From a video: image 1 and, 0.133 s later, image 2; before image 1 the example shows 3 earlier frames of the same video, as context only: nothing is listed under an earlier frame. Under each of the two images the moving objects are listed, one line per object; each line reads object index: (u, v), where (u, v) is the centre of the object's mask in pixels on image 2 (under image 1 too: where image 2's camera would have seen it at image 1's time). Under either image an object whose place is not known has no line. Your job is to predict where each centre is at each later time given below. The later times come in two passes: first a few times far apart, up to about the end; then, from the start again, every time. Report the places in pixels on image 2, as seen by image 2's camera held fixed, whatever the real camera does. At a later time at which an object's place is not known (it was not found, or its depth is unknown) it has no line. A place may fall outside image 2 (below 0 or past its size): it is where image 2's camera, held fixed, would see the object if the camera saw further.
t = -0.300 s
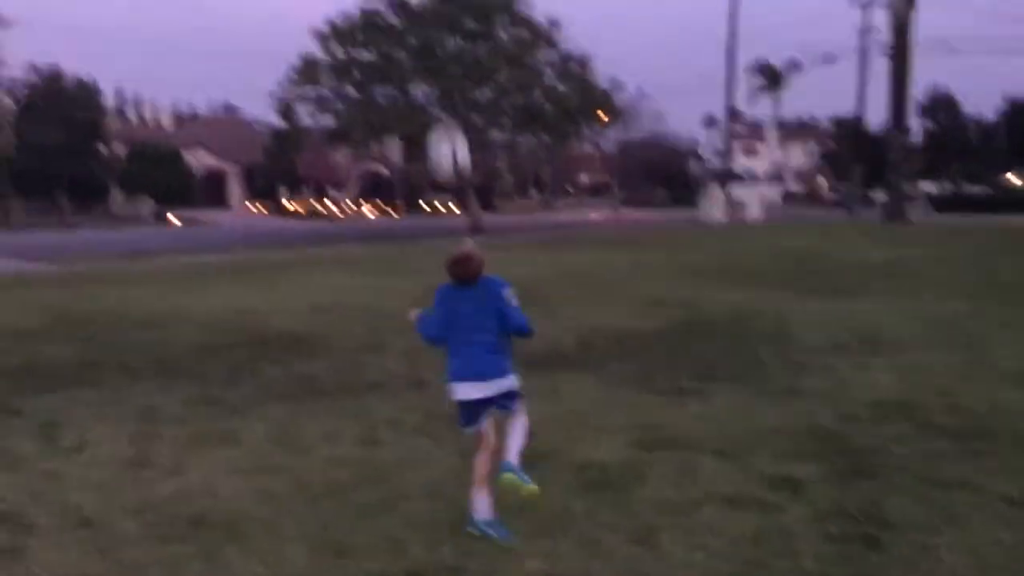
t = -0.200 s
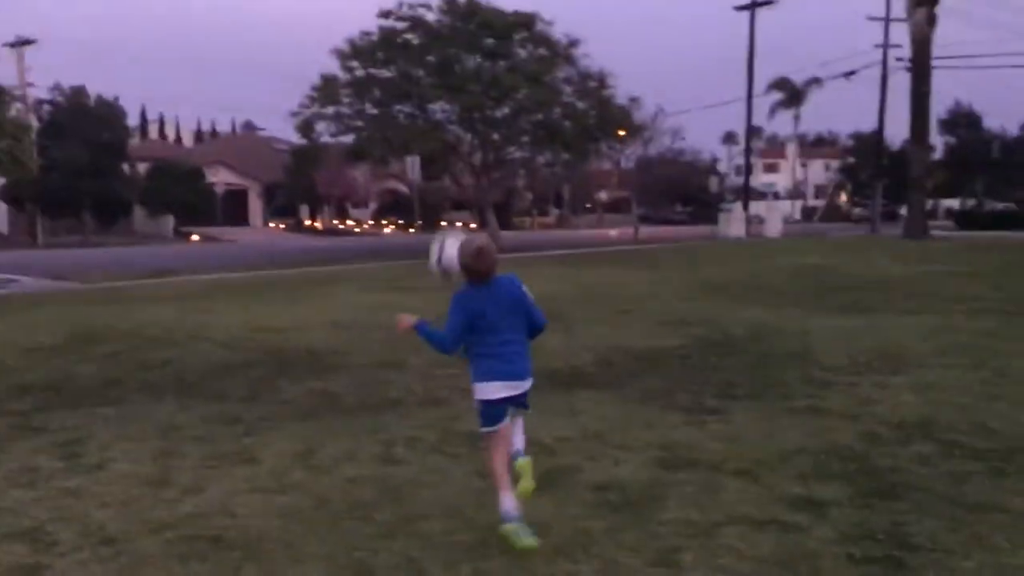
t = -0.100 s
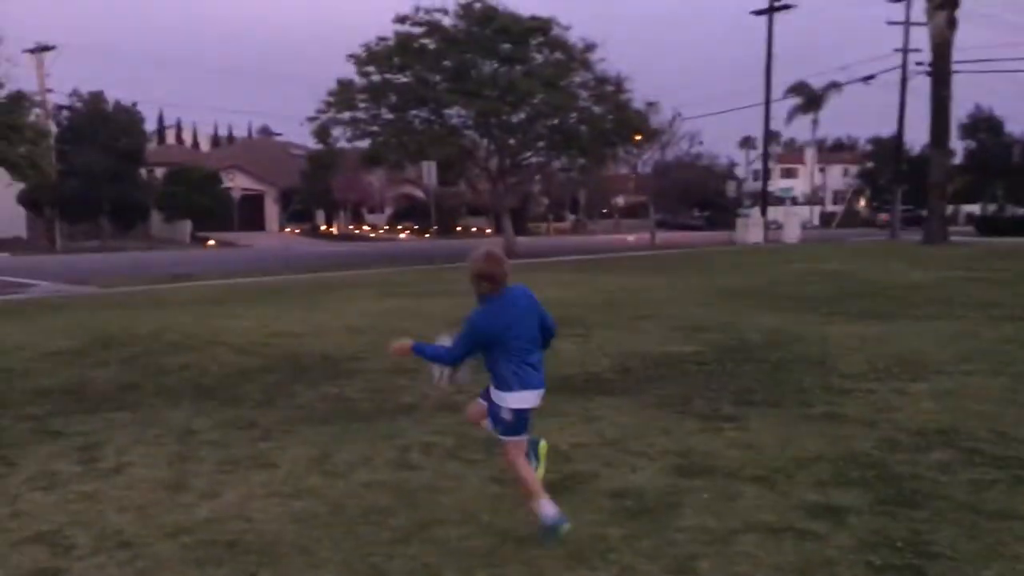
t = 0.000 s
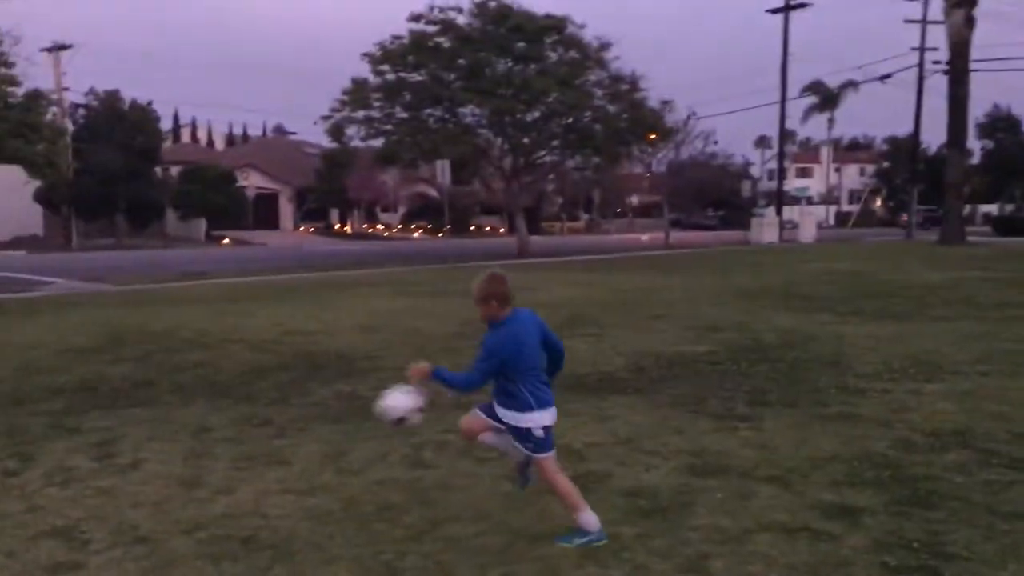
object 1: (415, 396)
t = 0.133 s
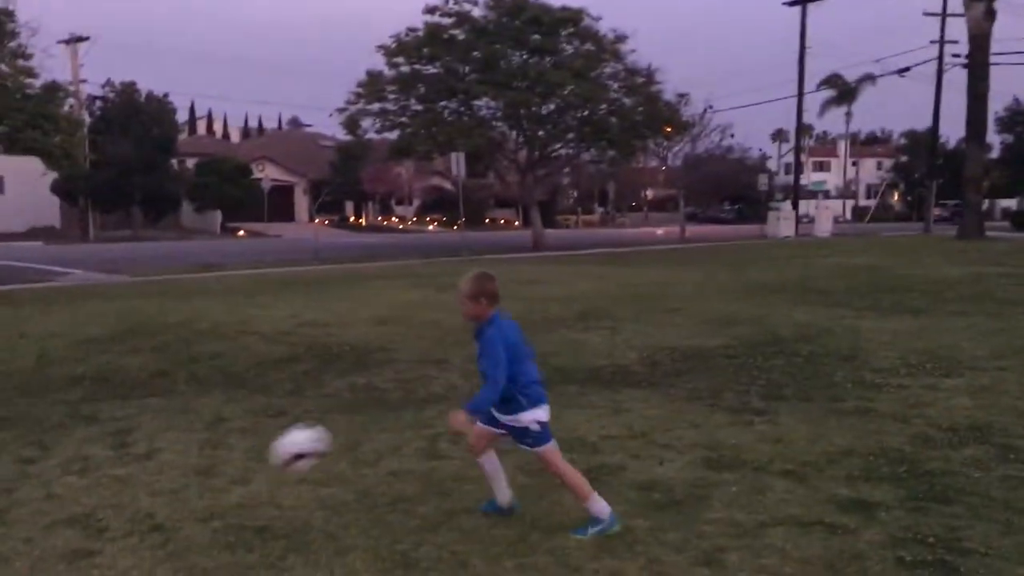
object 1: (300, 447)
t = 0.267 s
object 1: (176, 542)
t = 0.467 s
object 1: (22, 510)
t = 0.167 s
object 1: (268, 468)
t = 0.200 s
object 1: (238, 489)
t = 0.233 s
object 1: (206, 515)
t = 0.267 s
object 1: (176, 542)
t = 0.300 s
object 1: (149, 534)
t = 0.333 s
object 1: (122, 524)
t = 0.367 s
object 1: (98, 517)
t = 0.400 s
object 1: (73, 512)
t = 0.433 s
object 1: (47, 510)
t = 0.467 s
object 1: (22, 510)
